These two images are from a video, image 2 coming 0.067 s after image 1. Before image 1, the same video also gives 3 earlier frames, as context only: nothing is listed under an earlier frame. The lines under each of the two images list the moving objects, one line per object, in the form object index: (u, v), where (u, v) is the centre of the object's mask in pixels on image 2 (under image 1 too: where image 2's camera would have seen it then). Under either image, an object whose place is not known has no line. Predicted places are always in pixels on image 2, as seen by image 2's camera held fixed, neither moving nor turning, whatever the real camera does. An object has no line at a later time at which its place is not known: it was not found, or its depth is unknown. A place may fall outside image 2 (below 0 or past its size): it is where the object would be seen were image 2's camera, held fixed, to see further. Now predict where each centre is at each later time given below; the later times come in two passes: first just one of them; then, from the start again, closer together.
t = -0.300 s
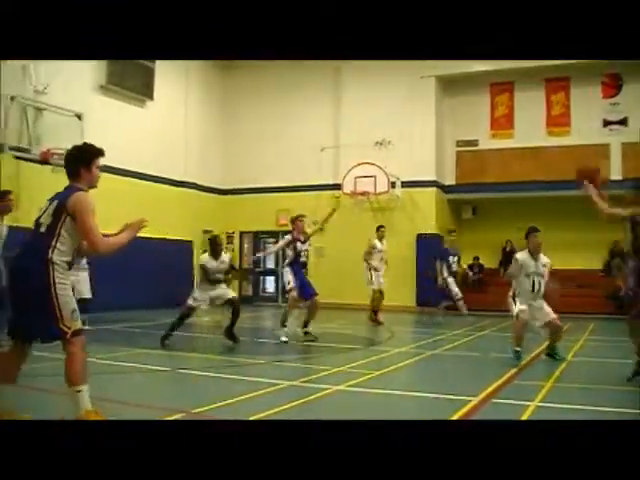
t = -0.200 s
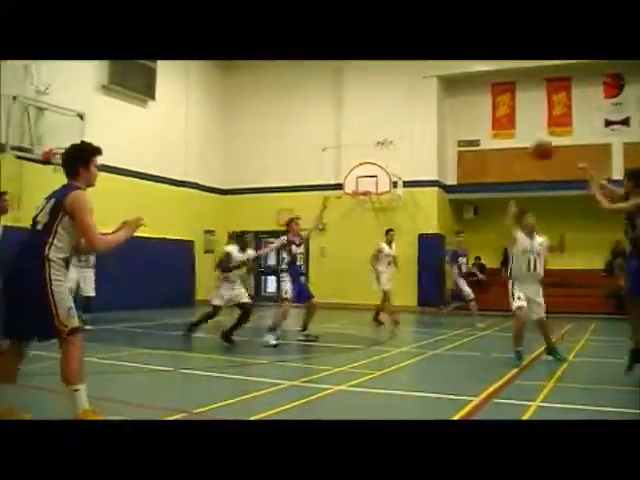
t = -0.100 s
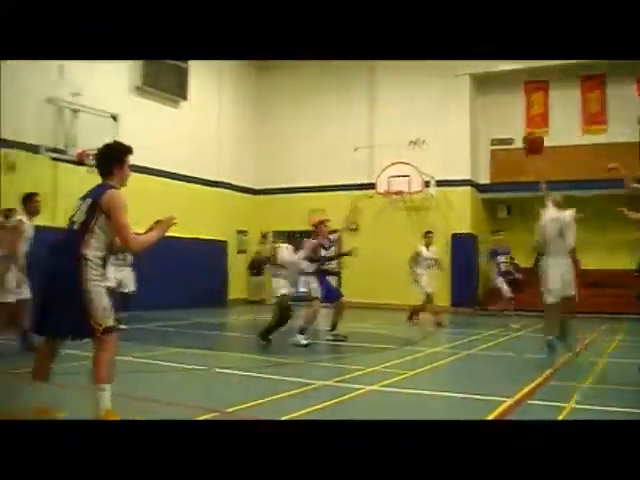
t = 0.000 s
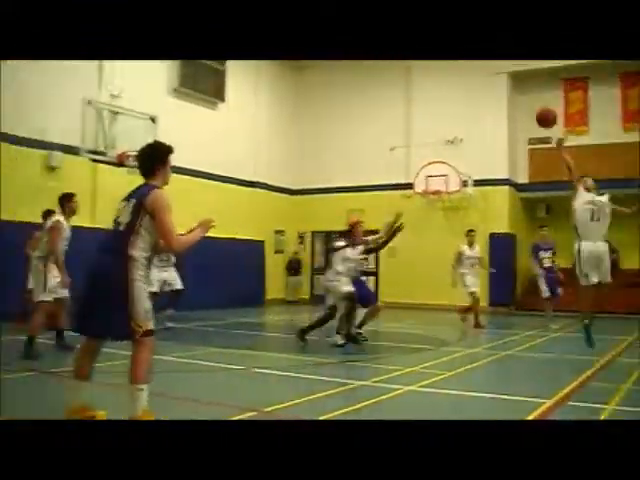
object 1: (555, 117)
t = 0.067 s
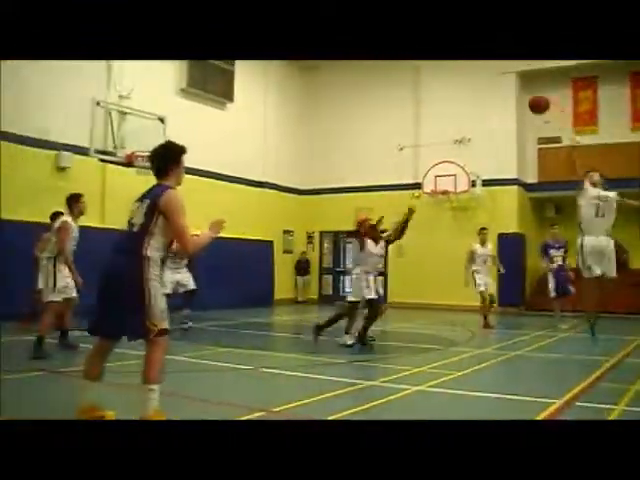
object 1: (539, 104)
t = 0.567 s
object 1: (412, 135)
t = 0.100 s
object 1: (530, 99)
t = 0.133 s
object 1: (522, 95)
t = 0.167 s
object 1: (514, 91)
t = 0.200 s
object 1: (507, 88)
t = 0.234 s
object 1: (501, 87)
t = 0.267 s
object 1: (495, 87)
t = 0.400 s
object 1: (459, 96)
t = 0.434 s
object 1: (451, 101)
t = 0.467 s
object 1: (441, 108)
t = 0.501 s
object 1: (432, 116)
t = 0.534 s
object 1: (422, 125)
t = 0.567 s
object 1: (412, 135)
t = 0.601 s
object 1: (404, 146)
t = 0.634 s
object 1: (394, 159)
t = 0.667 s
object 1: (383, 172)
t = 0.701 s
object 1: (375, 187)
